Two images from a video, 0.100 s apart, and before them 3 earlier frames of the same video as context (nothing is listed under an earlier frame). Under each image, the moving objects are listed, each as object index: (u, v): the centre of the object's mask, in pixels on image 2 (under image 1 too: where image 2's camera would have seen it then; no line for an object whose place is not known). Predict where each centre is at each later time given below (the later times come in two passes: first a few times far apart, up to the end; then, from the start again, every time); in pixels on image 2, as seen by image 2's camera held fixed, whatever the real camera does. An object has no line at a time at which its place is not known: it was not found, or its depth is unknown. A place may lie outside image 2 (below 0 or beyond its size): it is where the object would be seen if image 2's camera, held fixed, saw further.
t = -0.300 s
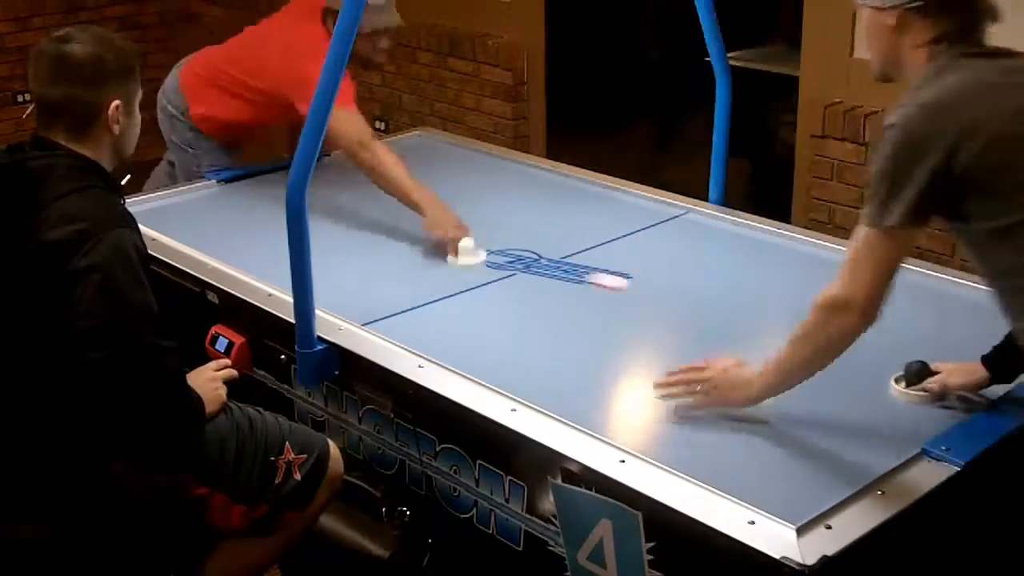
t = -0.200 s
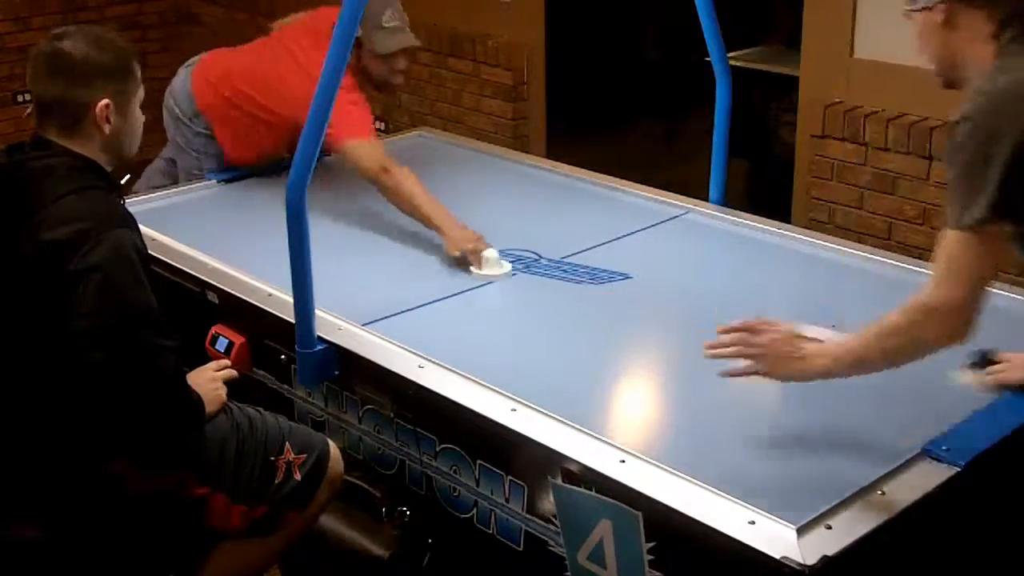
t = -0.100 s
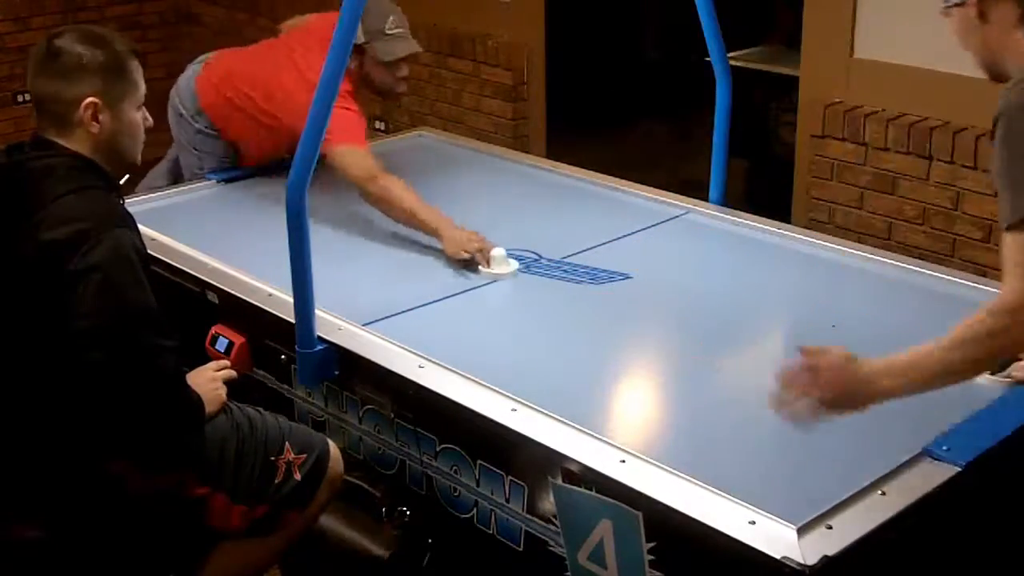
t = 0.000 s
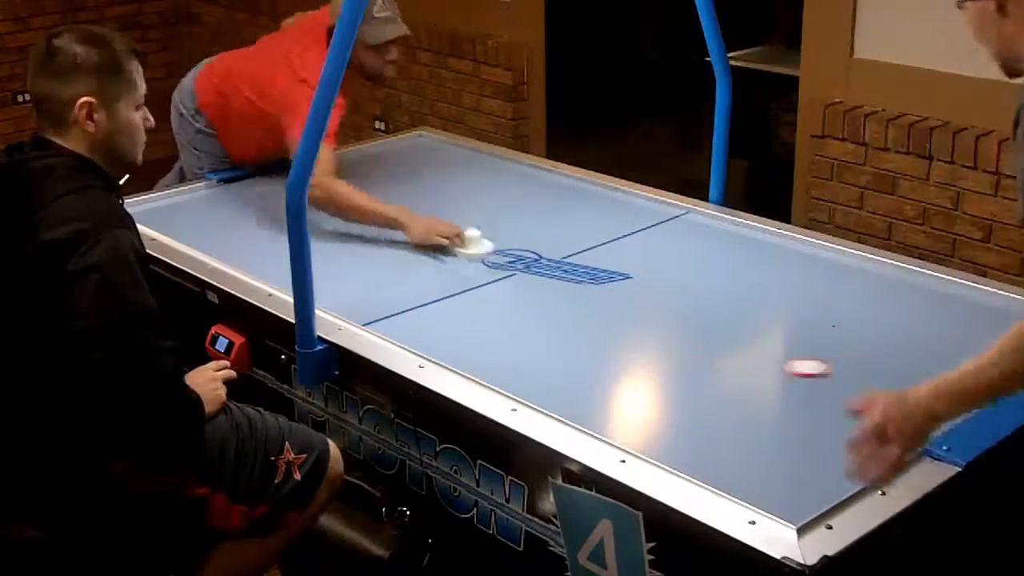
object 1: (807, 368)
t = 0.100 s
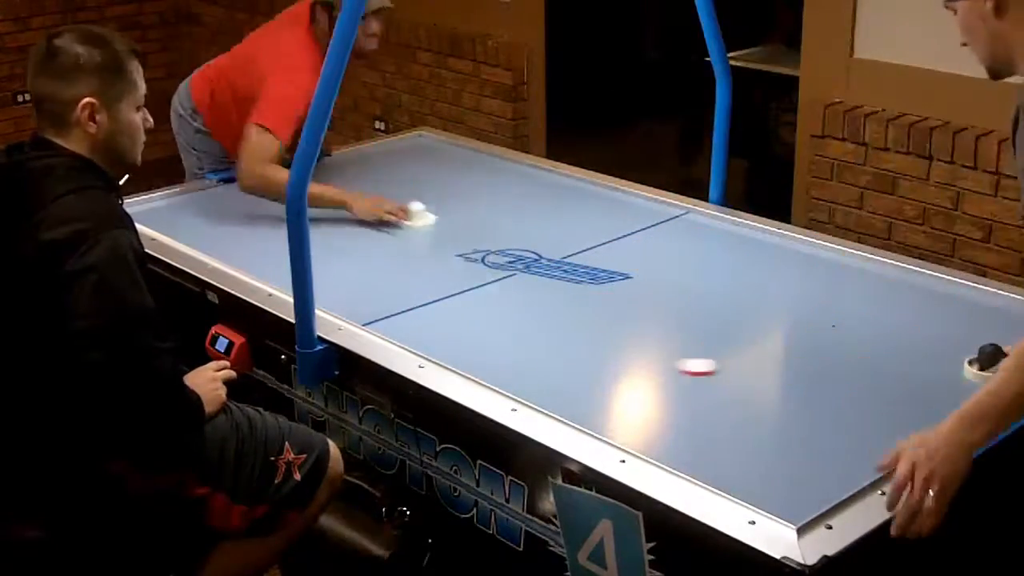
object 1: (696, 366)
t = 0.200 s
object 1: (591, 364)
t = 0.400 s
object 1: (452, 338)
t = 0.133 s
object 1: (662, 365)
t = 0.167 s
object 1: (626, 365)
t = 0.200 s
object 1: (591, 364)
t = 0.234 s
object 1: (556, 363)
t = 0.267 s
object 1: (520, 362)
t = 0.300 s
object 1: (486, 361)
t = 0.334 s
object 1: (454, 360)
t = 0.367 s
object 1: (451, 349)
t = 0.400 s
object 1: (452, 338)
